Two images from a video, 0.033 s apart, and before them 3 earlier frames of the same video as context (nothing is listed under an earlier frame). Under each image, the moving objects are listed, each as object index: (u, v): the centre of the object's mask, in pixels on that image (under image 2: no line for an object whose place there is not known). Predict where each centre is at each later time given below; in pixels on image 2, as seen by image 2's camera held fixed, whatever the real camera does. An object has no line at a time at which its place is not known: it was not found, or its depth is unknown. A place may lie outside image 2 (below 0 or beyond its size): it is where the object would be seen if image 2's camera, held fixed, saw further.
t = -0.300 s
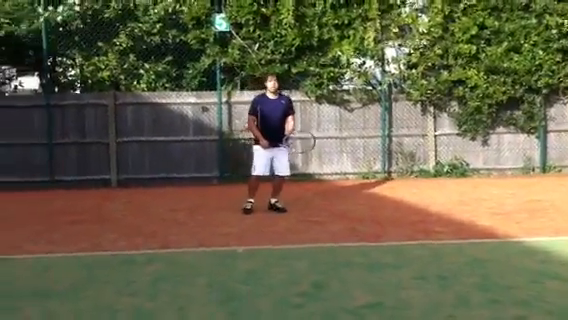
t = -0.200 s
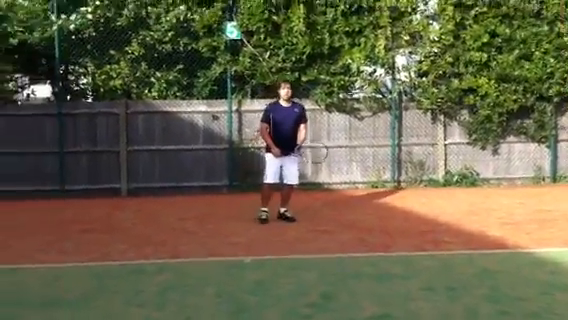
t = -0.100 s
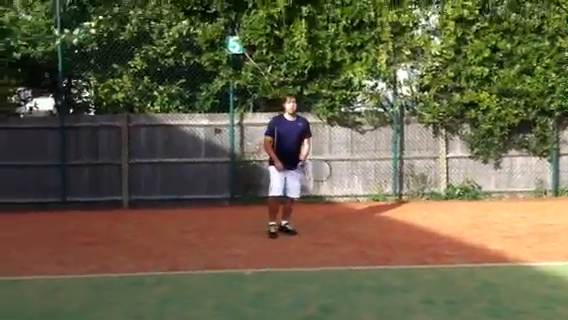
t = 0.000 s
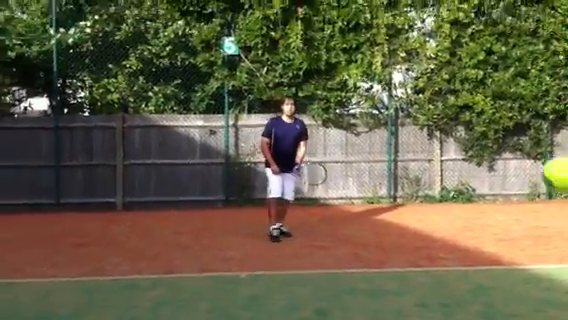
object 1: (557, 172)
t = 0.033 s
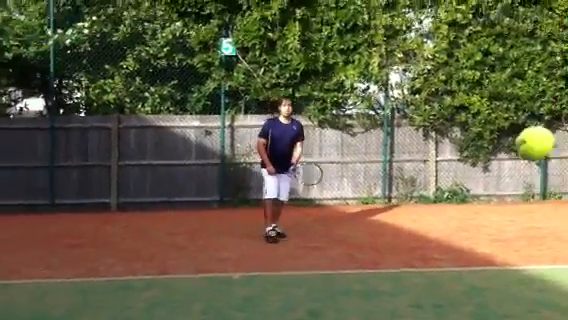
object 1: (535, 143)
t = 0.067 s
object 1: (518, 120)
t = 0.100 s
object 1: (504, 108)
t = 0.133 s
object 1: (493, 102)
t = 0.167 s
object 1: (484, 101)
